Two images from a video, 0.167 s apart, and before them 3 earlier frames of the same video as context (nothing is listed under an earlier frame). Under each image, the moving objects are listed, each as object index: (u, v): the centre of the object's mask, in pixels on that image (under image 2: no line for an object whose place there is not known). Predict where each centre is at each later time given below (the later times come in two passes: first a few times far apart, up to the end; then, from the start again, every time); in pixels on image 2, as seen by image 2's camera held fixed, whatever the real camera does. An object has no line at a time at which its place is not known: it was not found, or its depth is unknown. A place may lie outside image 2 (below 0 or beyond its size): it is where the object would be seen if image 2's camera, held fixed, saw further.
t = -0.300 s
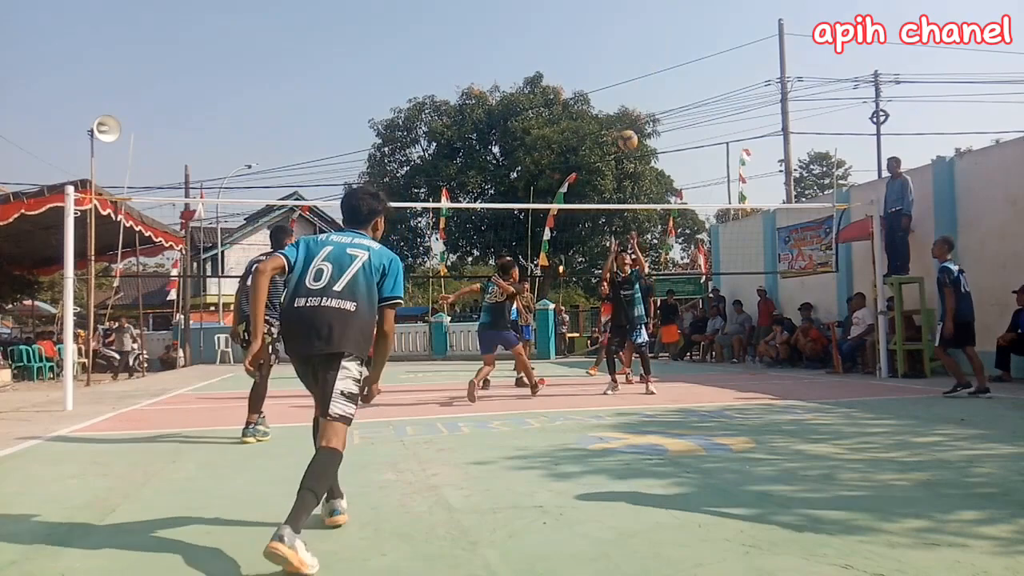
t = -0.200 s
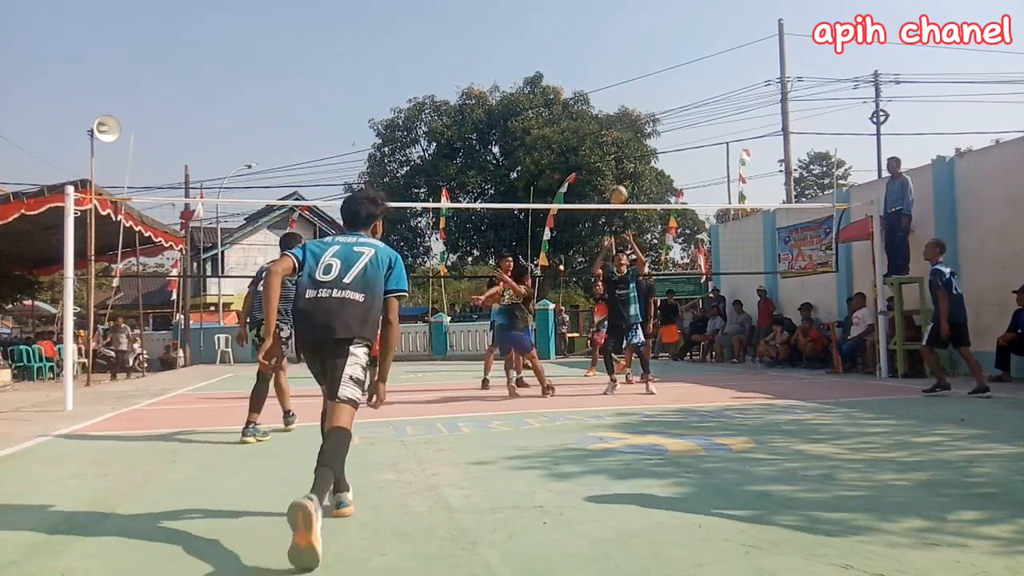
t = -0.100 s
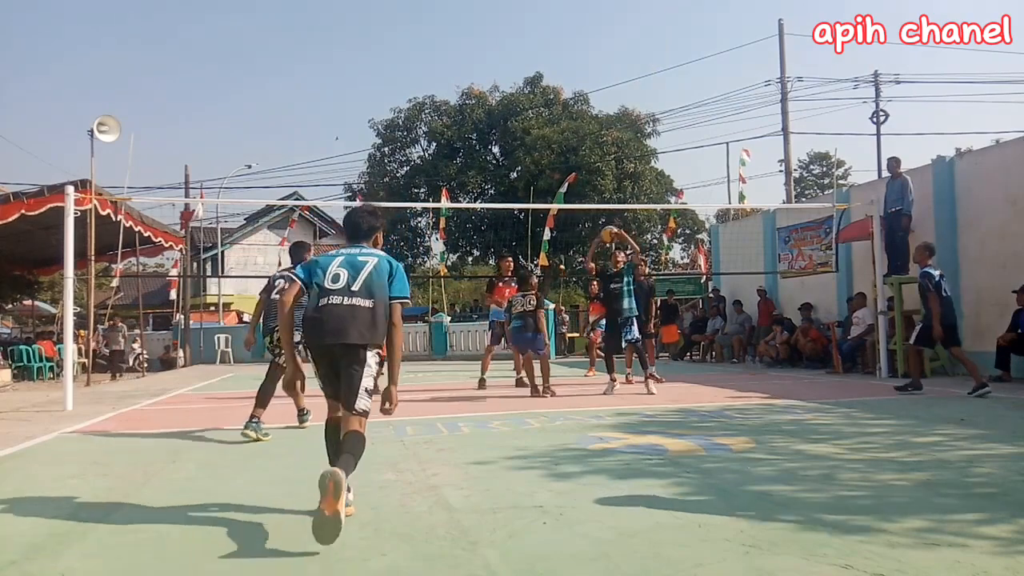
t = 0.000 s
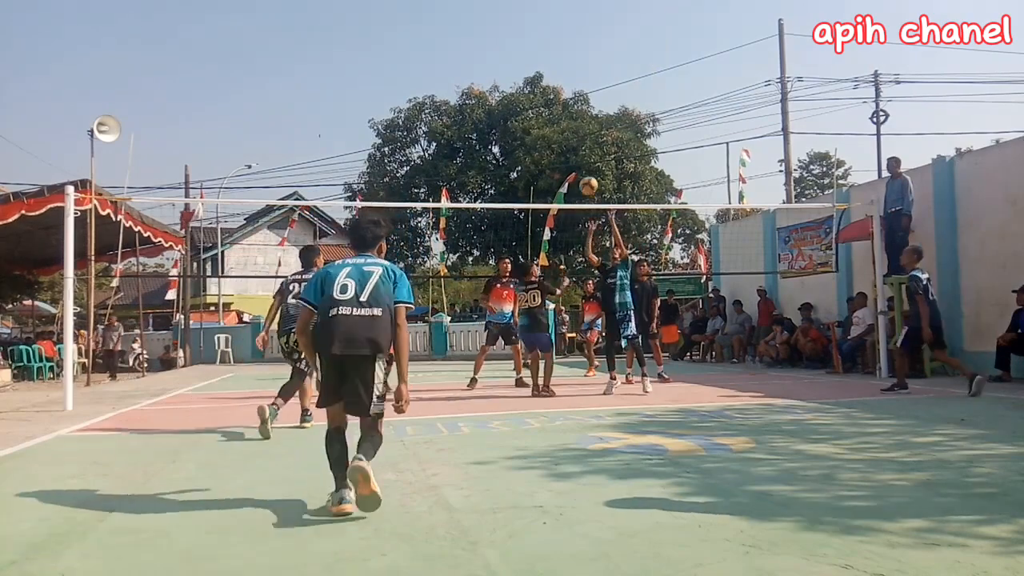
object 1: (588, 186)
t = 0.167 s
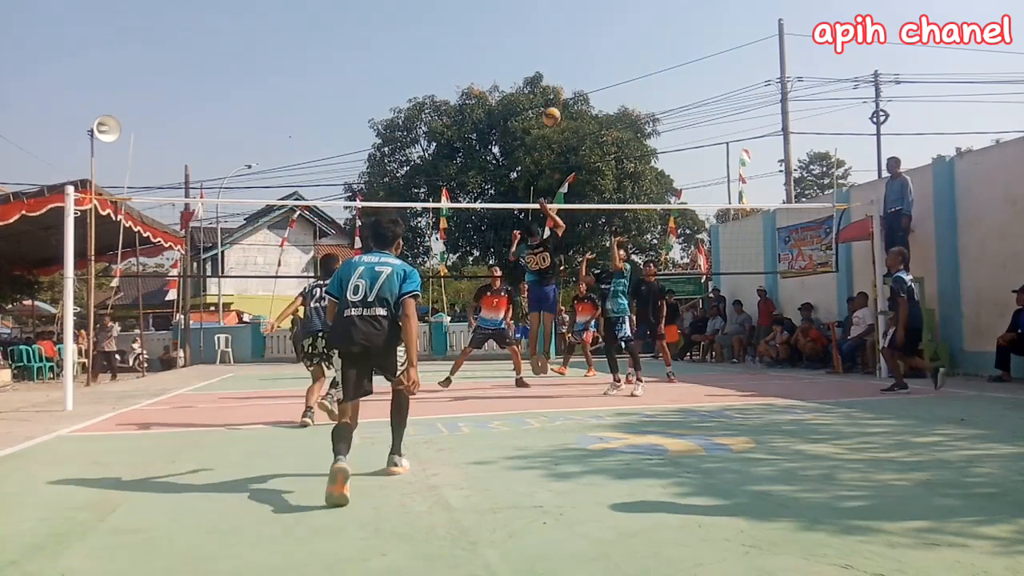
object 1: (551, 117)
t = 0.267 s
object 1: (530, 85)
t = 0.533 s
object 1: (473, 45)
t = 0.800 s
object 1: (418, 63)
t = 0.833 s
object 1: (411, 69)
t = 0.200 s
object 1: (544, 106)
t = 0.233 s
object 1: (538, 96)
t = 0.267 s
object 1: (530, 85)
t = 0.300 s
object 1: (522, 77)
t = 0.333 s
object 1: (515, 70)
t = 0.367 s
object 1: (508, 64)
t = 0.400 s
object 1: (501, 58)
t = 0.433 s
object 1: (493, 54)
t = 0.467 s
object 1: (486, 50)
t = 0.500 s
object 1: (480, 46)
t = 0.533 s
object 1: (473, 45)
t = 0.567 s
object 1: (466, 44)
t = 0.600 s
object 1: (459, 44)
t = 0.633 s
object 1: (452, 44)
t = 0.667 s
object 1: (445, 46)
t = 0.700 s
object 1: (438, 49)
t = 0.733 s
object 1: (431, 53)
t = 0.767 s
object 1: (424, 57)
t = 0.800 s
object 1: (418, 63)
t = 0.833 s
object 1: (411, 69)
